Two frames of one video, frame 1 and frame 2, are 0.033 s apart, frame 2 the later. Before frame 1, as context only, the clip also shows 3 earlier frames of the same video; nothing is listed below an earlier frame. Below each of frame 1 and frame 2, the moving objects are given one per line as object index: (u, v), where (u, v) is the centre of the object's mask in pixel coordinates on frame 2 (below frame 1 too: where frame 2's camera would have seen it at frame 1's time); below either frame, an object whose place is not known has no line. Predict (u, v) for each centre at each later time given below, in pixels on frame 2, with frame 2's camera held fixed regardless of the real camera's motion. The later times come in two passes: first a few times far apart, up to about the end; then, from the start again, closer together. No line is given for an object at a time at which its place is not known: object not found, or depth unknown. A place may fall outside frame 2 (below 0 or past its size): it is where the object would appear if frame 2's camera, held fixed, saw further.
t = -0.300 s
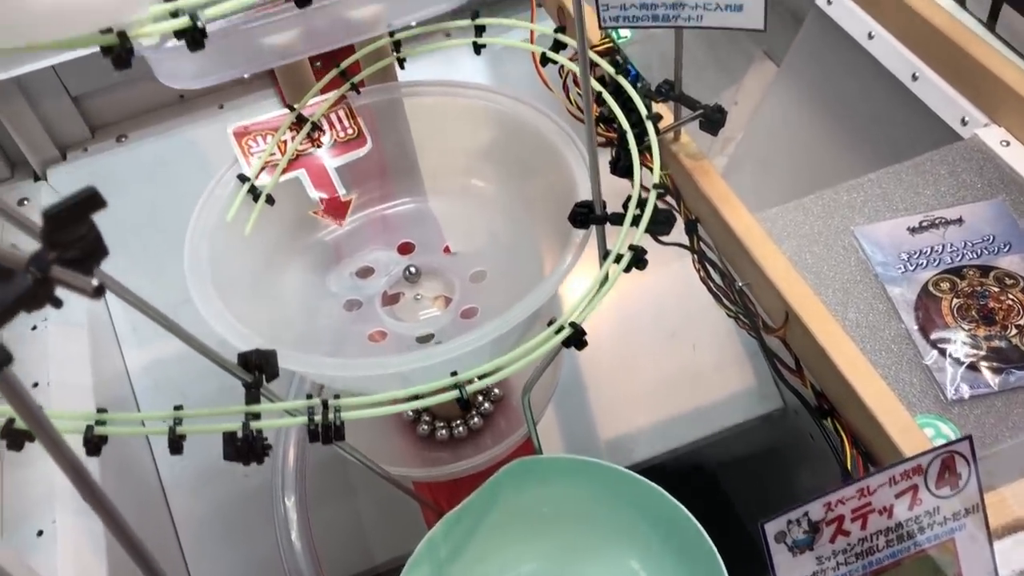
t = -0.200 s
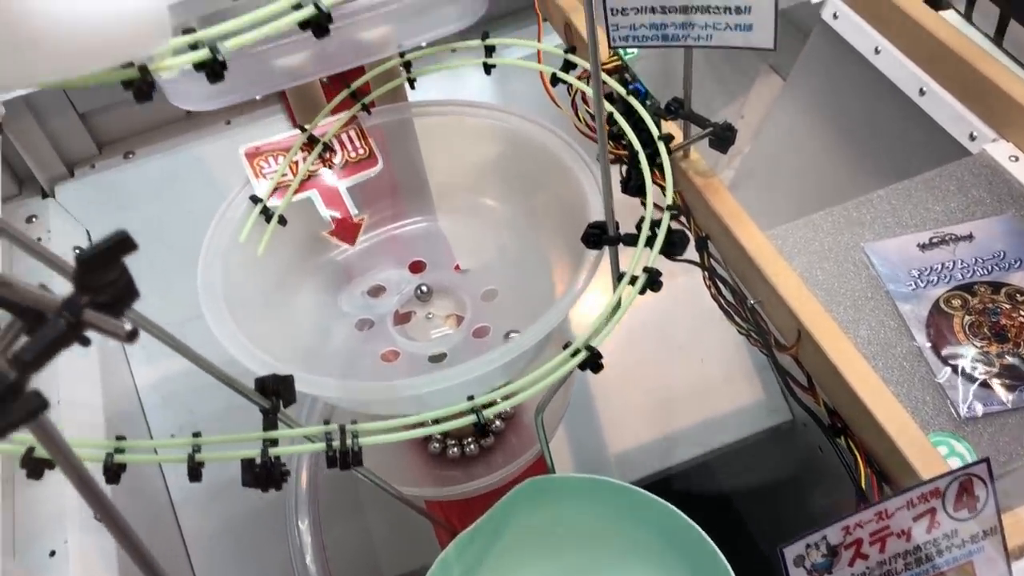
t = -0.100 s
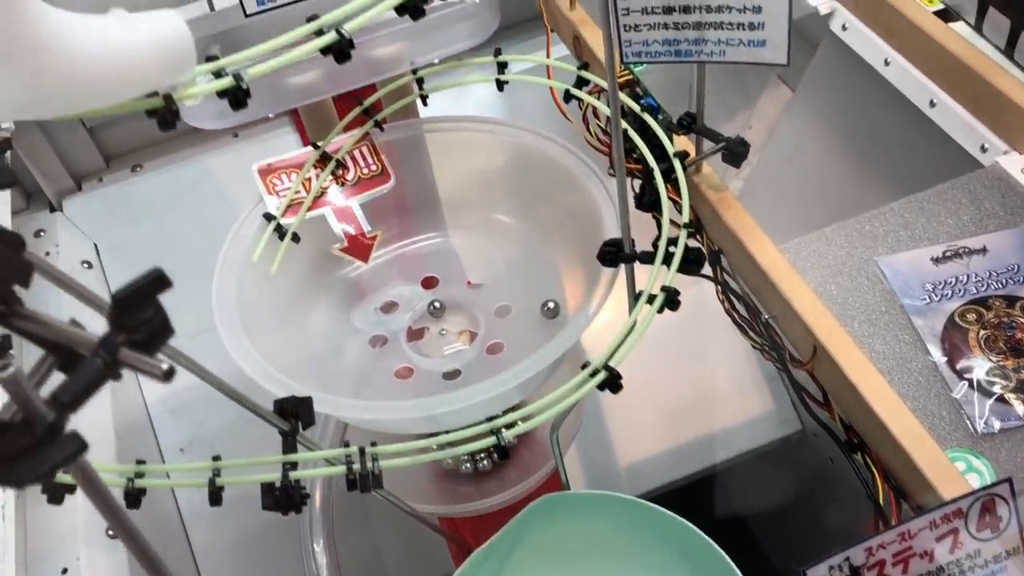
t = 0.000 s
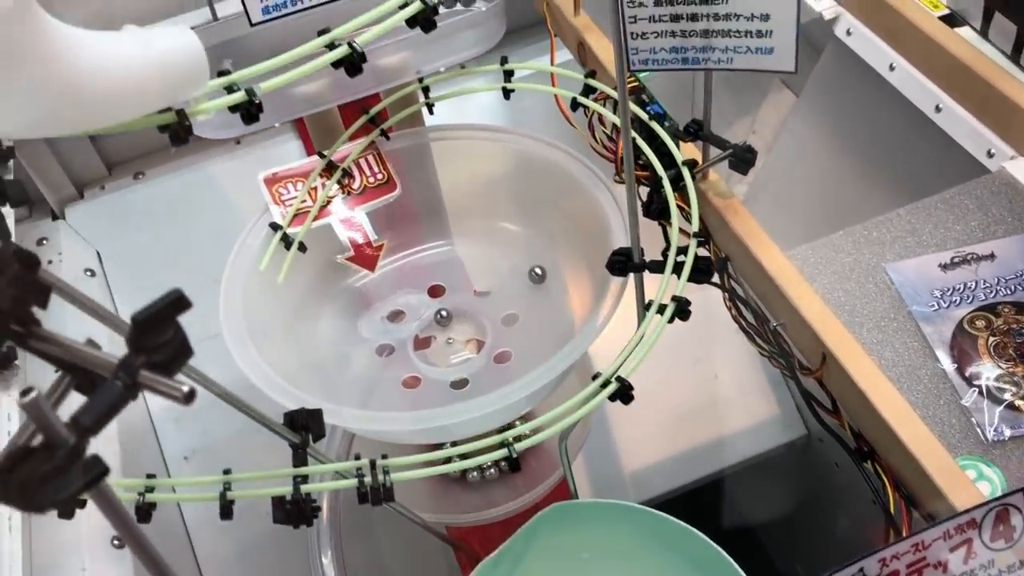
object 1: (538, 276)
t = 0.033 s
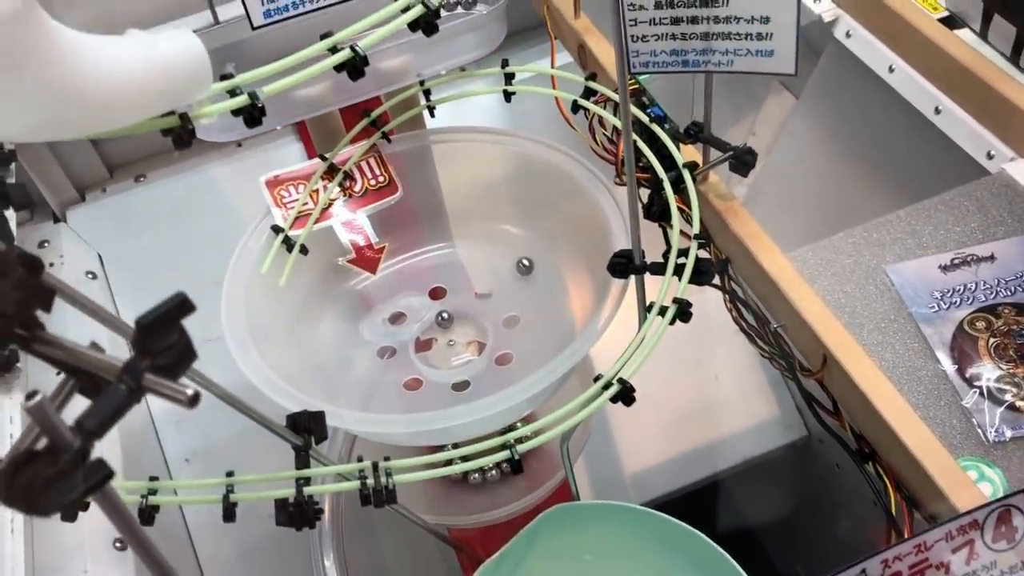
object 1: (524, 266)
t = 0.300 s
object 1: (372, 277)
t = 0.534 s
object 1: (359, 375)
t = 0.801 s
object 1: (496, 385)
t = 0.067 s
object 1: (508, 256)
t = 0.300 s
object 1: (372, 277)
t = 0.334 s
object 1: (359, 280)
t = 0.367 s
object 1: (348, 298)
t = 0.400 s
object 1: (342, 314)
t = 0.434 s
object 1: (341, 330)
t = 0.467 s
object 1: (344, 347)
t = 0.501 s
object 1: (350, 362)
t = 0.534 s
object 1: (359, 375)
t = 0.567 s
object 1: (372, 387)
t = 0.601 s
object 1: (387, 396)
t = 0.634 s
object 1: (404, 403)
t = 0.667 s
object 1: (422, 404)
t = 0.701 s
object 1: (441, 403)
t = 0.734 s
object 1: (460, 399)
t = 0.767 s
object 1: (479, 392)
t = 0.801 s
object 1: (496, 385)
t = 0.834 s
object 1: (511, 376)
